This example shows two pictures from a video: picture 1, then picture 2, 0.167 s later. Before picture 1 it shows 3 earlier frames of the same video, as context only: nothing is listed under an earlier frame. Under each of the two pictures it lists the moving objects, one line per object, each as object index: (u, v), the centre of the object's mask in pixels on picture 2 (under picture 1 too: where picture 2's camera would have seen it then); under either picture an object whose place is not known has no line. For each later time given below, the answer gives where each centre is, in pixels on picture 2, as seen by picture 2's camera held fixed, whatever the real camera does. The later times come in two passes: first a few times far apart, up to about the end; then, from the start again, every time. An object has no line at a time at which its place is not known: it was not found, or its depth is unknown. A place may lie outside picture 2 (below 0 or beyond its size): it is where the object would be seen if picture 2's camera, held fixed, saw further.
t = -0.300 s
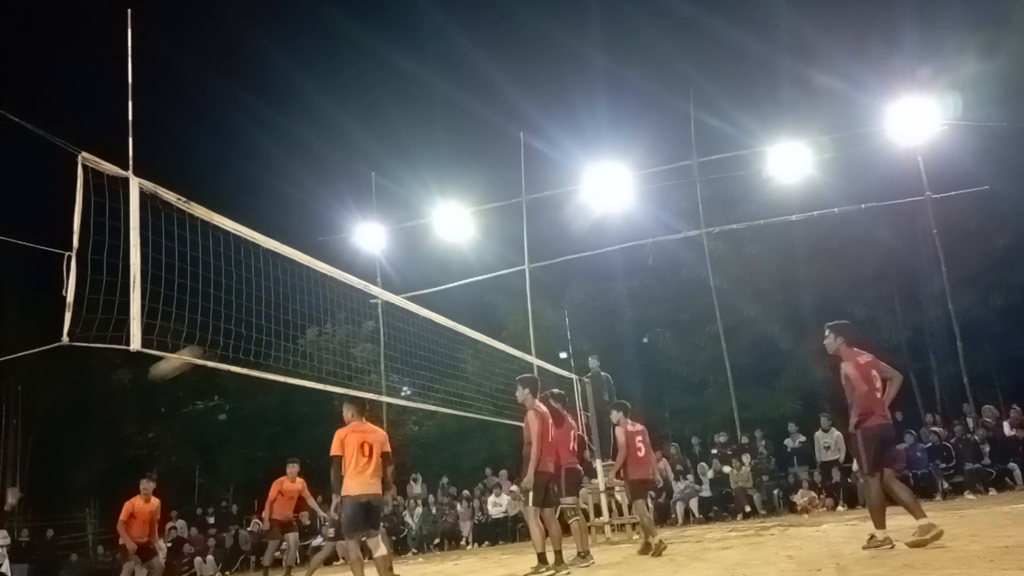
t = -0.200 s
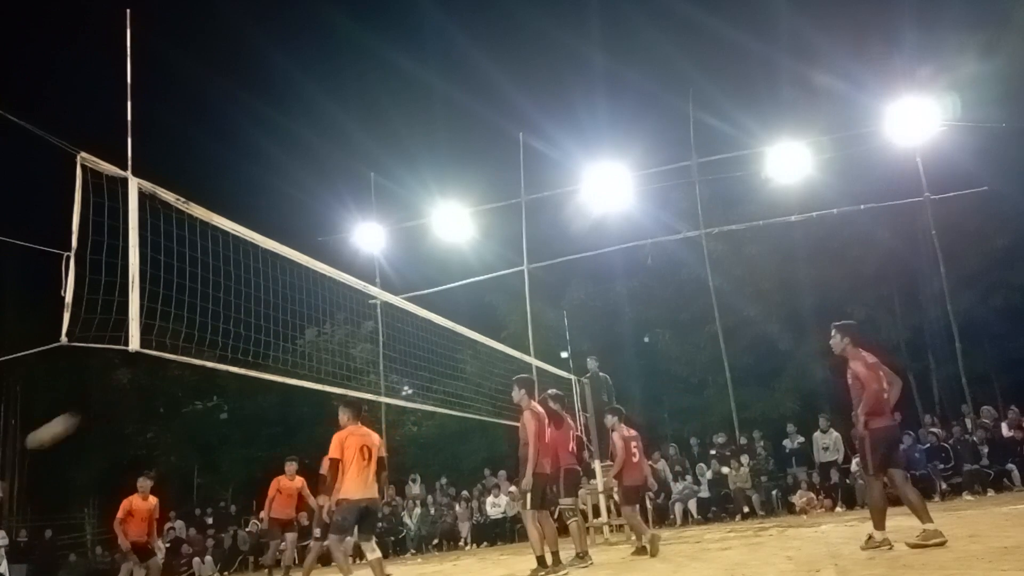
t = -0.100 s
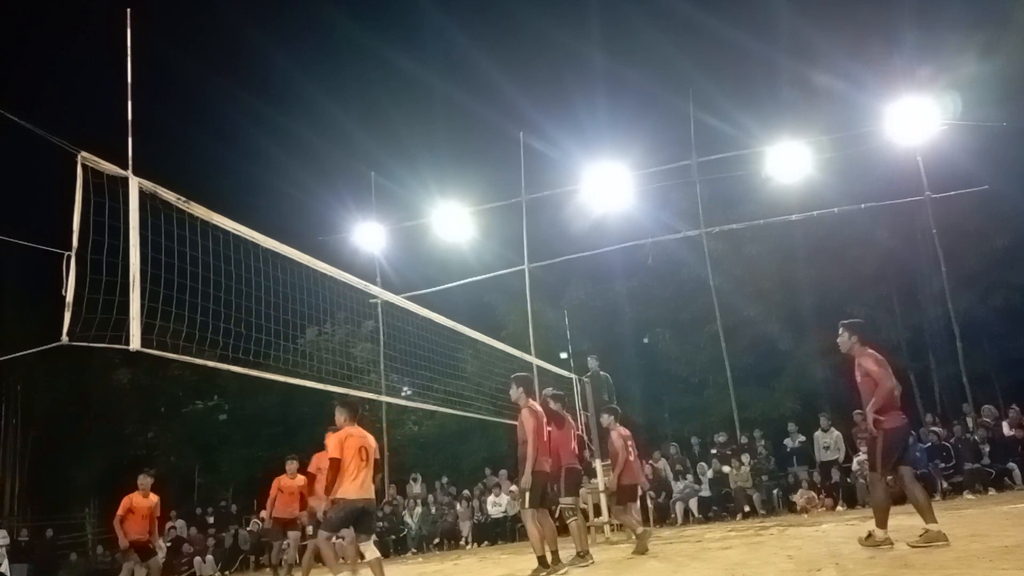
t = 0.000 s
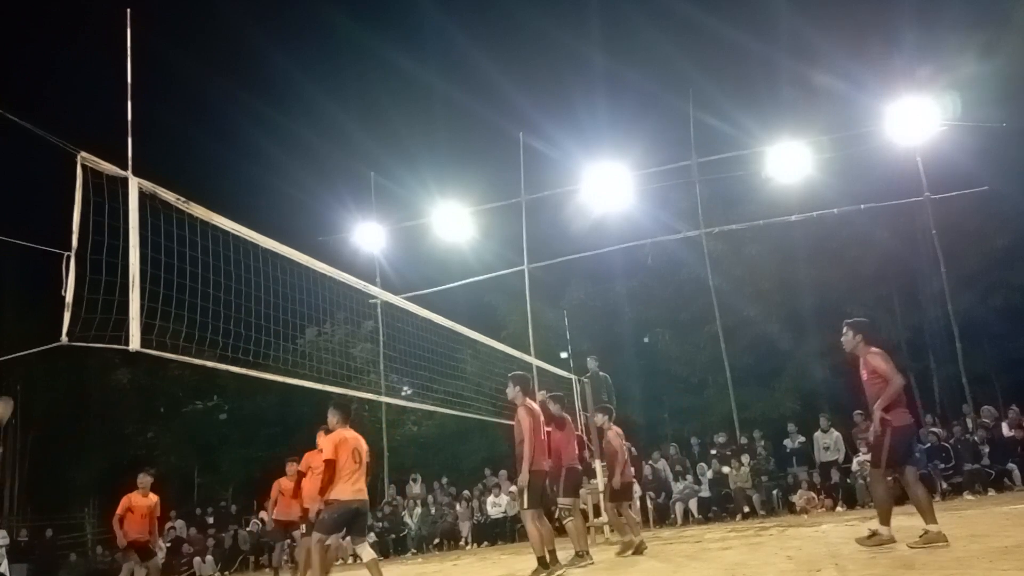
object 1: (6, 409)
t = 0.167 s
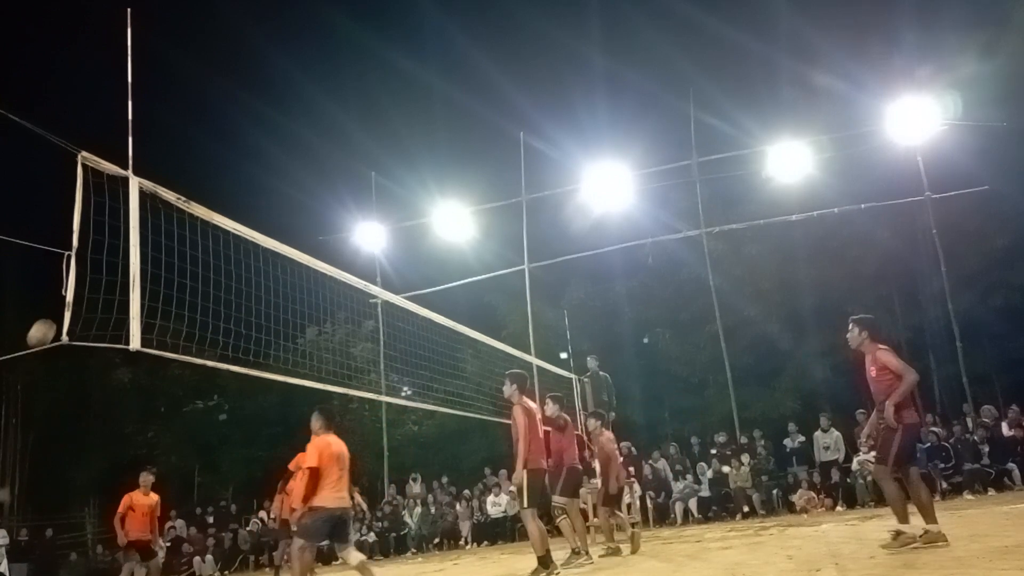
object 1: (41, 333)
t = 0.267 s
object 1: (67, 299)
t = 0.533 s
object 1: (124, 254)
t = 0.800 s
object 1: (202, 274)
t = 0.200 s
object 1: (50, 321)
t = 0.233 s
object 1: (56, 310)
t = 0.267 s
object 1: (67, 299)
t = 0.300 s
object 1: (76, 289)
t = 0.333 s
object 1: (86, 280)
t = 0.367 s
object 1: (93, 273)
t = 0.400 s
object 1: (101, 267)
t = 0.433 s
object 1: (110, 262)
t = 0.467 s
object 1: (117, 258)
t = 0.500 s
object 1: (121, 254)
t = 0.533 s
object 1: (124, 254)
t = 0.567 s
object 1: (147, 251)
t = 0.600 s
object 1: (152, 251)
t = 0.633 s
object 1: (160, 252)
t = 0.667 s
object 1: (168, 255)
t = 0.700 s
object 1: (177, 258)
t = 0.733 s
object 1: (185, 262)
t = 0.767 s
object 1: (193, 267)
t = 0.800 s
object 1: (202, 274)
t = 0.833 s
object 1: (211, 281)
